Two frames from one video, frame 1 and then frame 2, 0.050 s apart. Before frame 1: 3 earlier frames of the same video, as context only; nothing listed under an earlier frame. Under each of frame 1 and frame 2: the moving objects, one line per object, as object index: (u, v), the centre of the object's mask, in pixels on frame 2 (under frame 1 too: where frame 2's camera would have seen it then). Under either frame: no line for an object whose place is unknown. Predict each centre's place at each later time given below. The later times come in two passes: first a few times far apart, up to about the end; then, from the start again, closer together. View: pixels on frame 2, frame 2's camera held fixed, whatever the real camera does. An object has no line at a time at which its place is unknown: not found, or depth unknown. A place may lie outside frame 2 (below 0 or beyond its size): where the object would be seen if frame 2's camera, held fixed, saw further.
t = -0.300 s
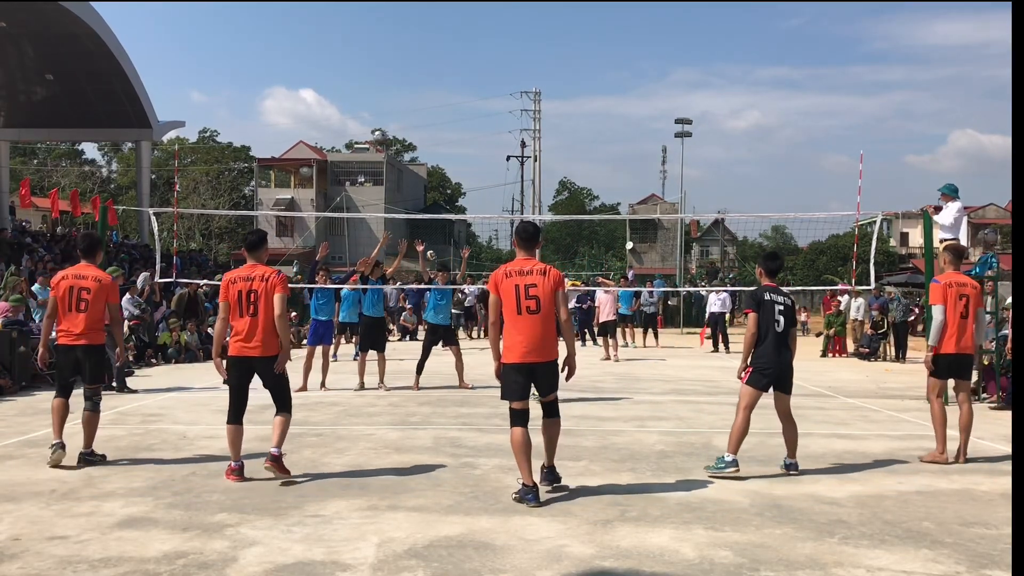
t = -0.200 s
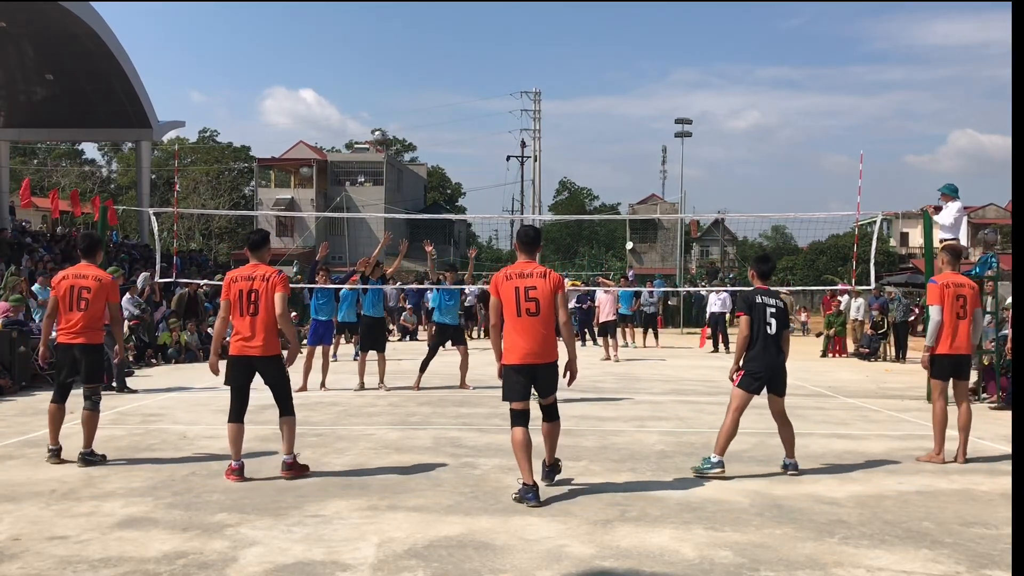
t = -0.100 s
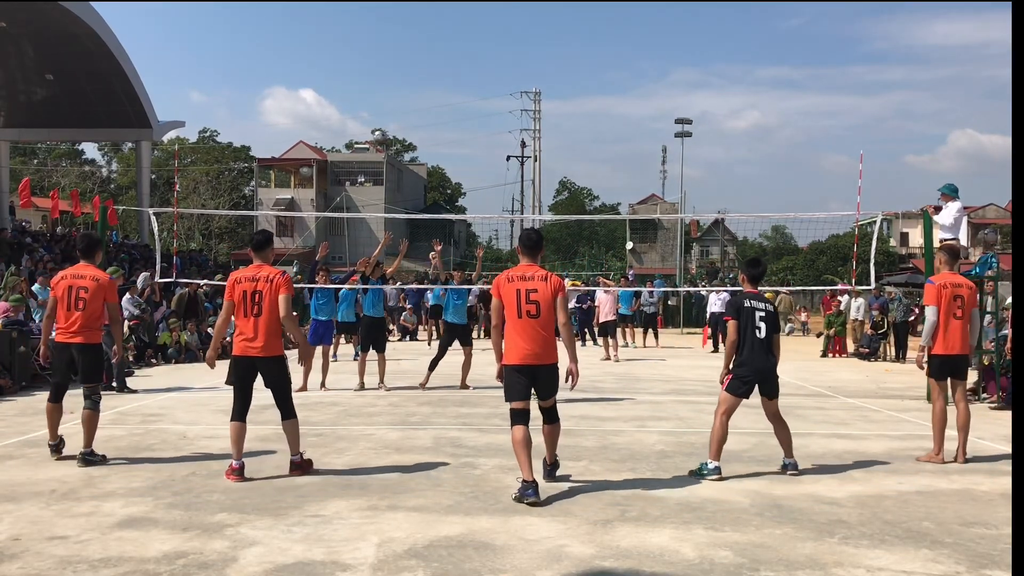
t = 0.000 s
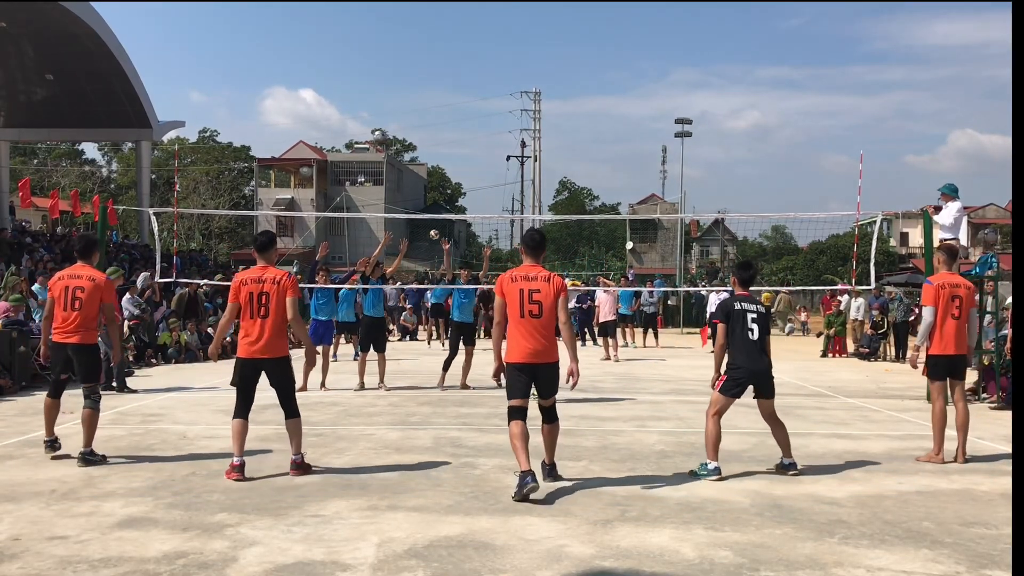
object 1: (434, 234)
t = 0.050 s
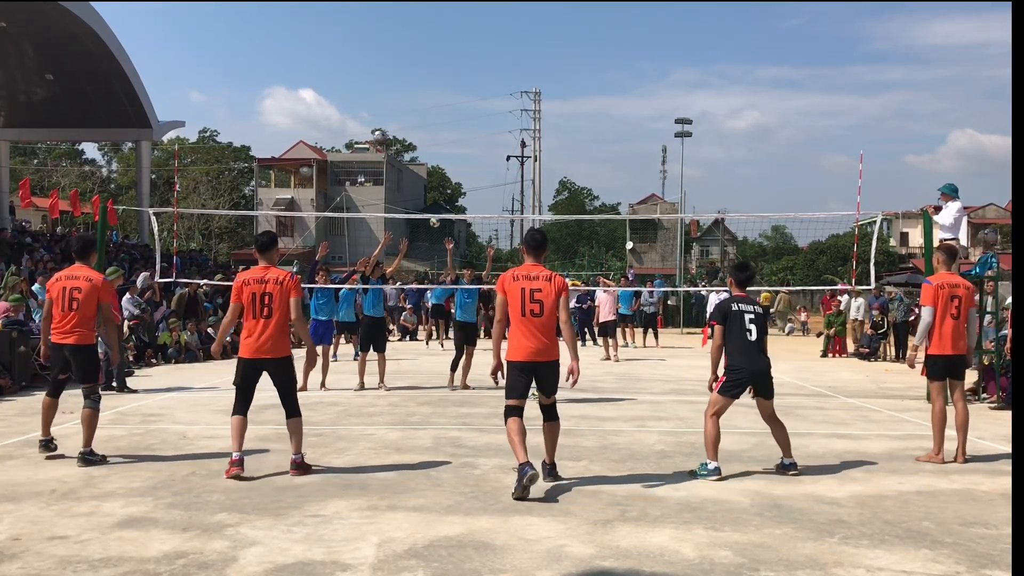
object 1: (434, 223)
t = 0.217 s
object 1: (437, 184)
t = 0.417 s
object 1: (443, 146)
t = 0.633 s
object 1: (454, 119)
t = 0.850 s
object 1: (470, 124)
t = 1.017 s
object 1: (486, 164)
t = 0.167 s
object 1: (436, 195)
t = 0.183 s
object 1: (436, 191)
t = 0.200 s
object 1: (437, 188)
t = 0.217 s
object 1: (437, 184)
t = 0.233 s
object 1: (438, 180)
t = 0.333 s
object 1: (440, 160)
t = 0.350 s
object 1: (441, 157)
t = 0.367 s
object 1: (441, 155)
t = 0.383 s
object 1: (442, 152)
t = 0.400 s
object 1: (442, 149)
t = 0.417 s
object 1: (443, 146)
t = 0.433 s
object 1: (444, 144)
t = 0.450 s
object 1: (444, 141)
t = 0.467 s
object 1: (445, 139)
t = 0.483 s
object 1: (446, 136)
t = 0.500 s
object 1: (447, 134)
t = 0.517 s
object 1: (447, 132)
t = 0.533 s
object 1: (448, 130)
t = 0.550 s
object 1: (449, 128)
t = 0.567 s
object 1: (450, 126)
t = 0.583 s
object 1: (451, 124)
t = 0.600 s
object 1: (452, 123)
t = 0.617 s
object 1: (452, 121)
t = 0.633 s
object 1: (454, 119)
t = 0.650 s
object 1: (454, 118)
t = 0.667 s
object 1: (455, 118)
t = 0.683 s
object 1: (456, 117)
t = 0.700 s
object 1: (458, 116)
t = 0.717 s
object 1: (459, 116)
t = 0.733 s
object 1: (460, 116)
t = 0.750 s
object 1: (462, 116)
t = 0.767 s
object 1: (463, 116)
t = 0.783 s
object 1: (465, 117)
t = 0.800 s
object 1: (466, 119)
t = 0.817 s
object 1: (467, 120)
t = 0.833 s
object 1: (469, 122)
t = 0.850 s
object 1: (470, 124)
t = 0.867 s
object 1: (472, 126)
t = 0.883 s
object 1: (474, 128)
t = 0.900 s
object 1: (475, 131)
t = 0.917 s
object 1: (477, 135)
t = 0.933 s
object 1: (478, 138)
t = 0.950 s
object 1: (480, 143)
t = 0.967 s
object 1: (481, 147)
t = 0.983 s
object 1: (483, 153)
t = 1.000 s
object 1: (484, 158)
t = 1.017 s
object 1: (486, 164)
